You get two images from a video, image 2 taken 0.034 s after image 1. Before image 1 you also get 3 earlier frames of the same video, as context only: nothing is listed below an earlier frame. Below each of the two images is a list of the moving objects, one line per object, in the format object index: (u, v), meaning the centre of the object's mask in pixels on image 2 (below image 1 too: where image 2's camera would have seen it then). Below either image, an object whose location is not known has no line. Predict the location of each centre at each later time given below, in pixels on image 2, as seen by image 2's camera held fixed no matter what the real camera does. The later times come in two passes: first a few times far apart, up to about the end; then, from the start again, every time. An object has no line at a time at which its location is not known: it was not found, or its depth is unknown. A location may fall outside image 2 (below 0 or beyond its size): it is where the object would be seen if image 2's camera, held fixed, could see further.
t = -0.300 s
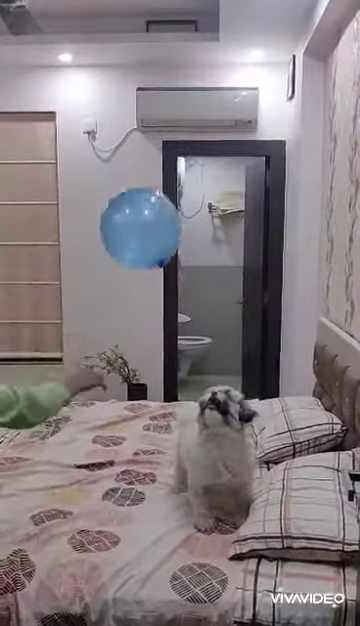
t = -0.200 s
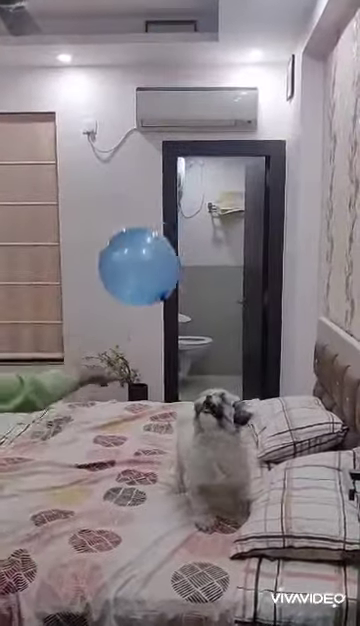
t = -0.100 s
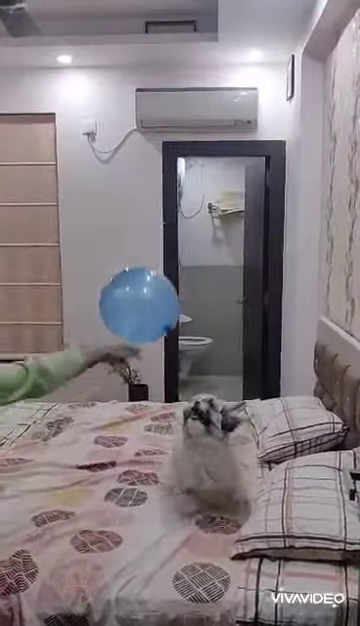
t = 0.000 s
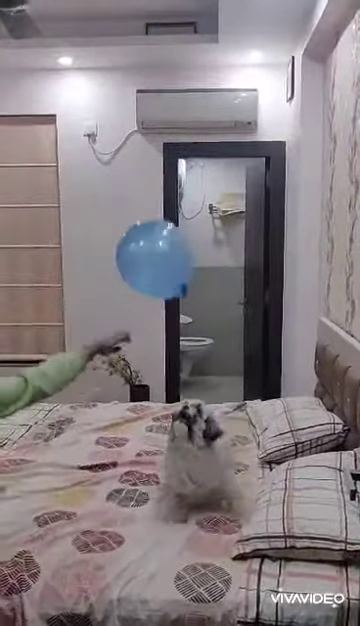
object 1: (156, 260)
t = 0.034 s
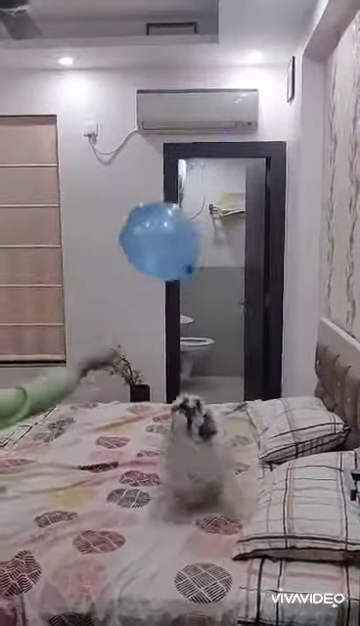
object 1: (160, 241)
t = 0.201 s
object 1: (174, 162)
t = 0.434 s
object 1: (180, 97)
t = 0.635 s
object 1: (187, 76)
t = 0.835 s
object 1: (190, 78)
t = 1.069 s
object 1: (196, 108)
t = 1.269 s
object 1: (199, 151)
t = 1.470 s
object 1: (199, 211)
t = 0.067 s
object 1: (164, 223)
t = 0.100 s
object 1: (166, 206)
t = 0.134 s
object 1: (169, 189)
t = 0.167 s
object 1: (171, 174)
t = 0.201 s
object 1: (174, 162)
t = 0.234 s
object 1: (175, 148)
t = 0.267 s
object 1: (176, 136)
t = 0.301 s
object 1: (177, 125)
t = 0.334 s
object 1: (178, 117)
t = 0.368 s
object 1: (178, 109)
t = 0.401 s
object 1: (179, 102)
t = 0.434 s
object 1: (180, 97)
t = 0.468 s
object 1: (181, 93)
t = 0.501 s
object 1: (182, 86)
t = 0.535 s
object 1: (185, 82)
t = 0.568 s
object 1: (185, 79)
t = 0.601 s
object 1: (186, 78)
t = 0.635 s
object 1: (187, 76)
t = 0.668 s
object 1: (187, 75)
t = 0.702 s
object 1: (187, 75)
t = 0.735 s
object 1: (188, 75)
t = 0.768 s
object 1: (188, 76)
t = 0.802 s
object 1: (189, 76)
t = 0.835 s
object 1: (190, 78)
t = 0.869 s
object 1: (191, 79)
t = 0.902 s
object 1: (192, 82)
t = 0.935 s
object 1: (193, 87)
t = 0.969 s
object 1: (194, 92)
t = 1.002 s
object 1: (195, 96)
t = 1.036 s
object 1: (195, 102)
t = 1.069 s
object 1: (196, 108)
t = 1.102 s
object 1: (196, 113)
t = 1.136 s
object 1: (197, 120)
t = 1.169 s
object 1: (197, 127)
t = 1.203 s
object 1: (197, 135)
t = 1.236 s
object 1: (199, 143)
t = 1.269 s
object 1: (199, 151)
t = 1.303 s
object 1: (199, 160)
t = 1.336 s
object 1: (199, 170)
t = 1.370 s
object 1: (199, 179)
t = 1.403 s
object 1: (199, 189)
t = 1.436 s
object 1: (199, 200)
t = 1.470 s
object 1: (199, 211)
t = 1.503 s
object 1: (199, 222)
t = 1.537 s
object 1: (198, 232)
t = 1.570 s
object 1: (198, 244)
